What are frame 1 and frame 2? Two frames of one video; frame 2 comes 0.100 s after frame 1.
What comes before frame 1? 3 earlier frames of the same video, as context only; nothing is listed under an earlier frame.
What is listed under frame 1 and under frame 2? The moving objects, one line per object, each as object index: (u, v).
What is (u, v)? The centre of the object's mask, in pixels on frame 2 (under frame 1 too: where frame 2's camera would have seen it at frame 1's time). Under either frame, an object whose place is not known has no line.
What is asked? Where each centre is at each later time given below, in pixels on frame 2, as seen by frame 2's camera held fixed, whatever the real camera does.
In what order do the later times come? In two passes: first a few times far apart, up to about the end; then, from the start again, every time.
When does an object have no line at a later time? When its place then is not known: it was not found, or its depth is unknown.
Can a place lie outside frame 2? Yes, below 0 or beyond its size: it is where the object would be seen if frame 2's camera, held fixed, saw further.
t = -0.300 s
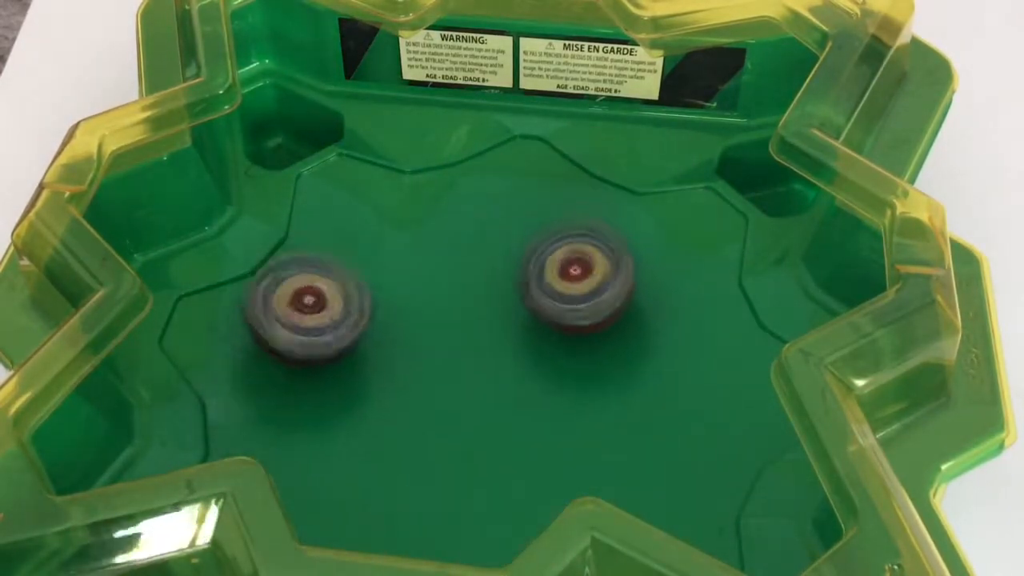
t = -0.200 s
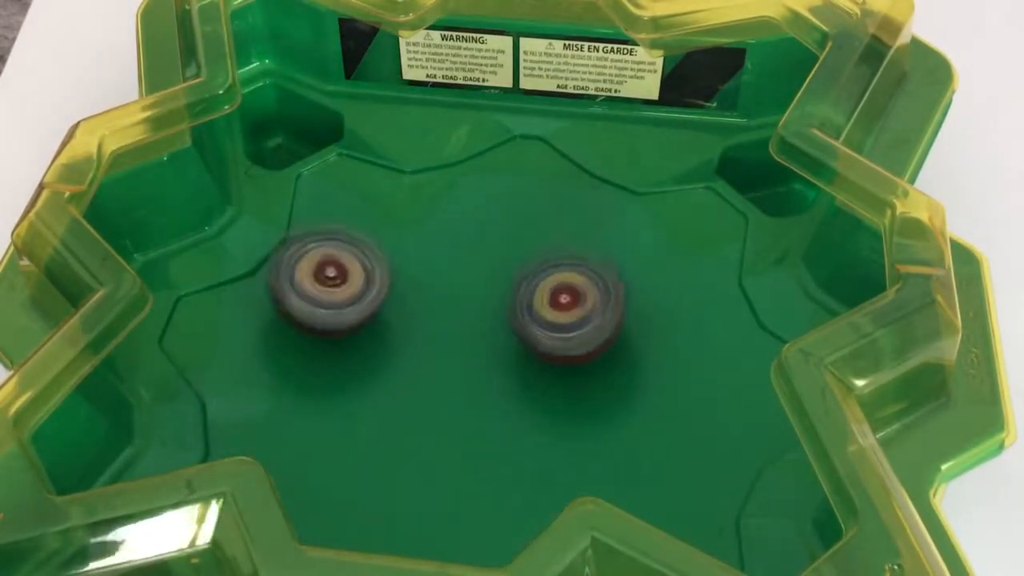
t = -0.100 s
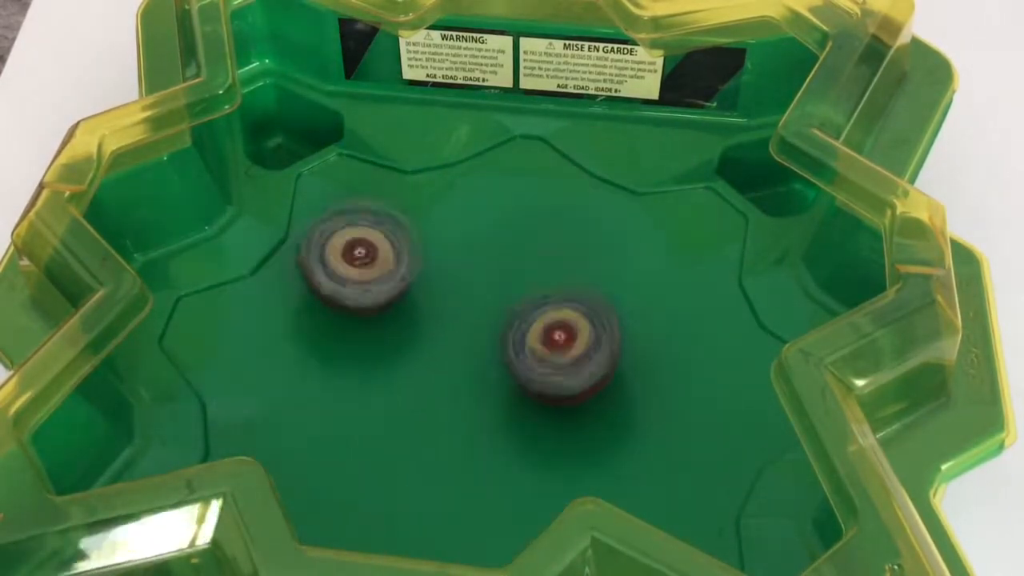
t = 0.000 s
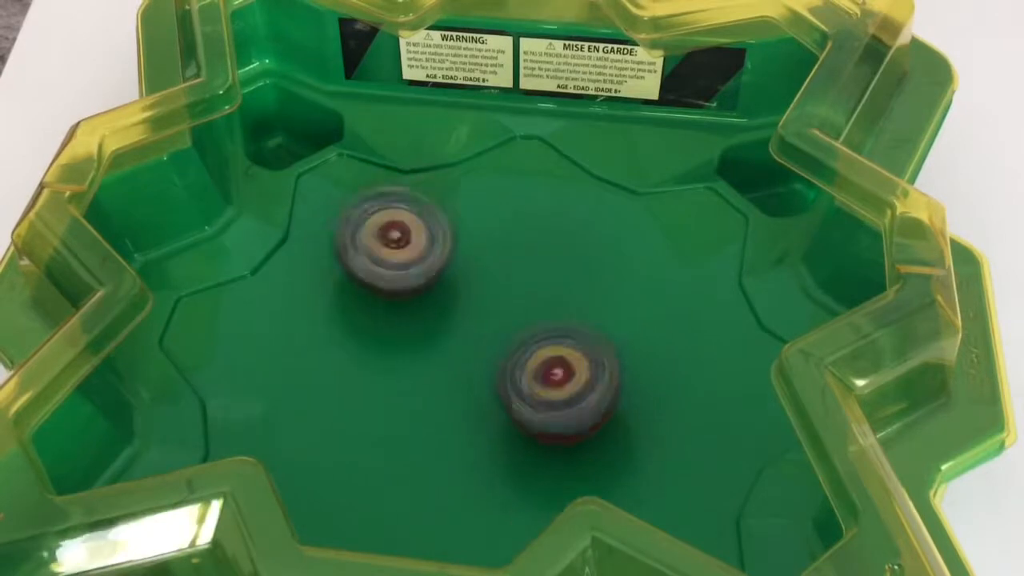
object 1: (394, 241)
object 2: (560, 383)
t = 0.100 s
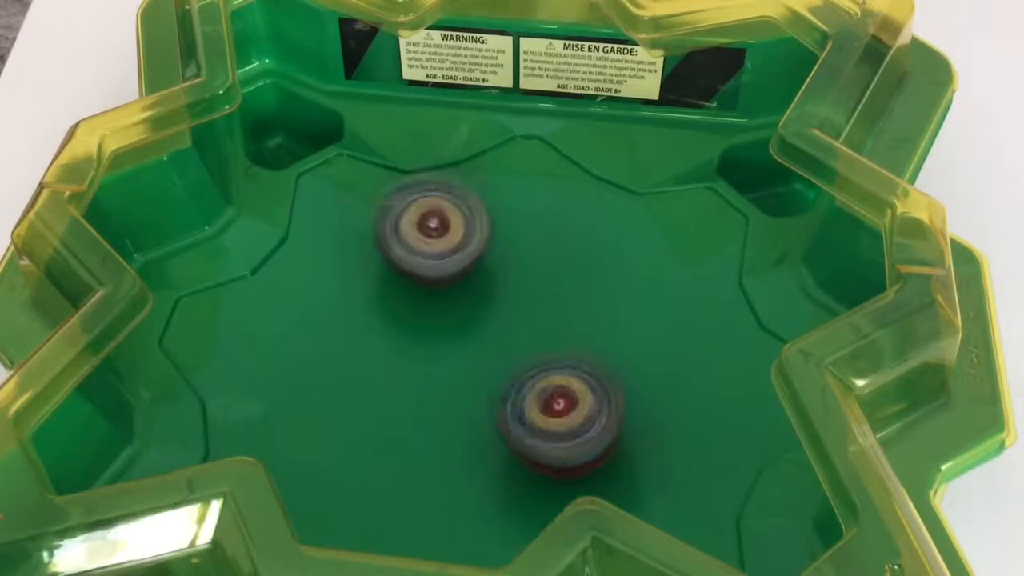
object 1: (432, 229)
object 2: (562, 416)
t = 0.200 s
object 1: (471, 220)
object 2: (566, 438)
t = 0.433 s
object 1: (555, 222)
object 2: (561, 442)
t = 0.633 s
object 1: (607, 247)
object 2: (491, 414)
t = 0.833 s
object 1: (625, 306)
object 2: (413, 397)
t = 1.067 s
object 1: (618, 392)
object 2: (358, 388)
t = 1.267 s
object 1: (587, 445)
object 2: (376, 373)
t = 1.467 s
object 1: (523, 471)
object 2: (429, 331)
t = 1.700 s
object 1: (433, 459)
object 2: (472, 281)
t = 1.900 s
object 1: (377, 420)
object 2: (496, 255)
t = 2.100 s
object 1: (352, 372)
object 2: (512, 269)
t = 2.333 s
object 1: (372, 312)
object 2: (547, 322)
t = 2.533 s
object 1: (412, 276)
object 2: (584, 363)
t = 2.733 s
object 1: (466, 257)
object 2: (597, 381)
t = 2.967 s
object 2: (536, 397)
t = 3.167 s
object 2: (474, 414)
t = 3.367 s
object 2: (427, 432)
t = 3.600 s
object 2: (431, 414)
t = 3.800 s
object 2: (410, 361)
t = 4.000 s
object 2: (395, 320)
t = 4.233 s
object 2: (410, 300)
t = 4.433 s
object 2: (451, 278)
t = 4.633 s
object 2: (500, 271)
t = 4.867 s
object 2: (563, 282)
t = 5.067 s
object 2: (613, 287)
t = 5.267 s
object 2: (617, 317)
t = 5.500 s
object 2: (586, 384)
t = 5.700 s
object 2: (574, 447)
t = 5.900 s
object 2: (529, 496)
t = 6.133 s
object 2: (486, 467)
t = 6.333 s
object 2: (366, 414)
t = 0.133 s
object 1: (446, 225)
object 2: (563, 423)
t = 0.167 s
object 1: (459, 222)
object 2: (566, 432)
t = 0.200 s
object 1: (471, 220)
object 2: (566, 438)
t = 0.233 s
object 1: (483, 219)
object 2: (569, 442)
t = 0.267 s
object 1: (497, 218)
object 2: (570, 446)
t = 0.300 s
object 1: (509, 220)
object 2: (571, 448)
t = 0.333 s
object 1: (521, 218)
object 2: (571, 448)
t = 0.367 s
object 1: (534, 219)
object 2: (570, 447)
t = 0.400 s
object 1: (546, 220)
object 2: (565, 445)
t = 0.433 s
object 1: (555, 222)
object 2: (561, 442)
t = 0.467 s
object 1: (566, 223)
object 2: (554, 439)
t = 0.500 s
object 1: (575, 224)
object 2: (542, 434)
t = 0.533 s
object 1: (586, 230)
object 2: (532, 428)
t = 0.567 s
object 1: (593, 234)
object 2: (518, 424)
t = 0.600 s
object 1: (602, 240)
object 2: (504, 419)
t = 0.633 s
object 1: (607, 247)
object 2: (491, 414)
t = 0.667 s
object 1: (613, 252)
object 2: (477, 410)
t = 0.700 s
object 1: (617, 263)
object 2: (462, 407)
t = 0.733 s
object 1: (620, 272)
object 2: (449, 402)
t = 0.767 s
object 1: (623, 283)
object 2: (437, 400)
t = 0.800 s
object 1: (624, 296)
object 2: (424, 399)
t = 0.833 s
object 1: (625, 306)
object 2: (413, 397)
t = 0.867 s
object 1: (626, 320)
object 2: (403, 395)
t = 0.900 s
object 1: (625, 333)
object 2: (393, 393)
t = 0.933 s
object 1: (626, 344)
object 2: (383, 391)
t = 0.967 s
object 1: (624, 357)
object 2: (376, 390)
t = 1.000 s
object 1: (624, 367)
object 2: (369, 390)
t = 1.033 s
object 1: (620, 381)
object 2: (362, 389)
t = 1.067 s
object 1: (618, 392)
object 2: (358, 388)
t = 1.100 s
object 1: (616, 403)
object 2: (356, 388)
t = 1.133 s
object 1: (611, 415)
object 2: (355, 387)
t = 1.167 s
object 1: (606, 425)
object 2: (357, 384)
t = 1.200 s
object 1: (601, 433)
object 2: (362, 382)
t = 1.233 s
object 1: (594, 441)
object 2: (367, 378)
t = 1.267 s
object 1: (587, 445)
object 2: (376, 373)
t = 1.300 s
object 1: (577, 453)
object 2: (385, 367)
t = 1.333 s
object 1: (567, 458)
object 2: (394, 363)
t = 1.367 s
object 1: (556, 461)
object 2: (402, 355)
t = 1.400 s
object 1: (545, 466)
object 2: (411, 346)
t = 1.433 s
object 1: (533, 469)
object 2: (421, 338)
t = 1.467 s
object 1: (523, 471)
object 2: (429, 331)
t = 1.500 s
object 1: (511, 473)
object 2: (435, 322)
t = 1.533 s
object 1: (499, 473)
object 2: (442, 314)
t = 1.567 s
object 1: (486, 467)
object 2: (450, 307)
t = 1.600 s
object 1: (471, 467)
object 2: (455, 300)
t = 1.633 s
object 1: (460, 465)
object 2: (460, 293)
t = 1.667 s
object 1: (447, 460)
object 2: (466, 287)
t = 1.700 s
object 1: (433, 459)
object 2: (472, 281)
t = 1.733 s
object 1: (423, 453)
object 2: (477, 275)
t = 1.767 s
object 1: (412, 447)
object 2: (481, 271)
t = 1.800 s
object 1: (403, 443)
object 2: (486, 265)
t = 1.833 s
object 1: (392, 435)
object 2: (491, 261)
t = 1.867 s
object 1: (384, 429)
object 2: (494, 258)
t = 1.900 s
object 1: (377, 420)
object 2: (496, 255)
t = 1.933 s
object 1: (369, 414)
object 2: (498, 254)
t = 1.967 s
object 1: (363, 407)
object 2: (501, 253)
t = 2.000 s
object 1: (360, 398)
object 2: (502, 256)
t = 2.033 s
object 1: (357, 390)
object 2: (505, 259)
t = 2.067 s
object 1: (354, 382)
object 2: (507, 264)
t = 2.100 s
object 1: (352, 372)
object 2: (512, 269)
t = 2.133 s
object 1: (354, 364)
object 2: (516, 277)
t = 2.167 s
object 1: (354, 356)
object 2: (519, 285)
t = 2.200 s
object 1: (356, 347)
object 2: (524, 291)
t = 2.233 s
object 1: (359, 338)
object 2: (530, 298)
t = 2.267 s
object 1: (363, 330)
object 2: (535, 306)
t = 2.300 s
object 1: (367, 322)
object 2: (541, 316)
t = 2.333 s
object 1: (372, 312)
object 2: (547, 322)
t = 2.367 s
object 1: (377, 304)
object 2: (554, 330)
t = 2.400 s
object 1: (384, 298)
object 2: (561, 337)
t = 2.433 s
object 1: (390, 291)
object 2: (567, 345)
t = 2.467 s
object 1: (397, 284)
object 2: (572, 351)
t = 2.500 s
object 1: (404, 280)
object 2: (578, 357)
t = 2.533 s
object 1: (412, 276)
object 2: (584, 363)
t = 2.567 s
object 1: (419, 271)
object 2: (589, 368)
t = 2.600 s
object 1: (428, 267)
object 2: (593, 372)
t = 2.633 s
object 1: (437, 262)
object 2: (596, 376)
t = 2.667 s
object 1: (447, 260)
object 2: (598, 378)
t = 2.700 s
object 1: (456, 259)
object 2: (598, 380)
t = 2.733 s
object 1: (466, 257)
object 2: (597, 381)
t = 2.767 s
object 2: (592, 383)
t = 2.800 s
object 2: (585, 384)
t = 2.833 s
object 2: (578, 387)
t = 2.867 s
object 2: (568, 387)
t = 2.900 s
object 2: (559, 390)
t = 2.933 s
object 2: (547, 394)
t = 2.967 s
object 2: (536, 397)
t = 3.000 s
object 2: (525, 399)
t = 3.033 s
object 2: (515, 400)
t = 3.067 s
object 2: (505, 405)
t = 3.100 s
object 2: (495, 409)
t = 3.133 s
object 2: (484, 412)
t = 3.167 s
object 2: (474, 414)
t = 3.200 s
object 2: (463, 417)
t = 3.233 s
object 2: (454, 421)
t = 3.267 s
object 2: (447, 423)
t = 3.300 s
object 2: (439, 427)
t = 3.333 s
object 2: (433, 429)
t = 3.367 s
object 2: (427, 432)
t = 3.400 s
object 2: (423, 433)
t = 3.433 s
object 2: (420, 434)
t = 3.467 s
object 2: (420, 433)
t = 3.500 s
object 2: (423, 432)
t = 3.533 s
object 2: (425, 428)
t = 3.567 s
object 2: (428, 422)
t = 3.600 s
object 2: (431, 414)
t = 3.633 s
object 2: (429, 405)
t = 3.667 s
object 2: (424, 395)
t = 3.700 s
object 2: (420, 386)
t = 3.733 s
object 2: (416, 378)
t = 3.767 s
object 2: (413, 369)
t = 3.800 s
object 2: (410, 361)
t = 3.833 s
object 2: (406, 354)
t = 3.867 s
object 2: (404, 347)
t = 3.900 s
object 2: (402, 340)
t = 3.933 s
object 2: (399, 333)
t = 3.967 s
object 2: (397, 326)
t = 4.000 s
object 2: (395, 320)
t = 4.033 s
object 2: (394, 315)
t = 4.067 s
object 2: (394, 310)
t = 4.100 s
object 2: (394, 306)
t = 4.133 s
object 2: (397, 304)
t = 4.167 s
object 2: (400, 303)
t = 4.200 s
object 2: (404, 300)
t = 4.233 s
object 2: (410, 300)
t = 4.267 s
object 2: (416, 297)
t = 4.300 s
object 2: (423, 291)
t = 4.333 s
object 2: (430, 288)
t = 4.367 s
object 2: (436, 283)
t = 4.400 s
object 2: (444, 281)
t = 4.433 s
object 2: (451, 278)
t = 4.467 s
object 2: (459, 275)
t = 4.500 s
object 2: (467, 273)
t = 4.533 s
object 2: (475, 272)
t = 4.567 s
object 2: (483, 271)
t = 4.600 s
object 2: (492, 270)
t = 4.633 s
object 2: (500, 271)
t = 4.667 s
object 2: (509, 272)
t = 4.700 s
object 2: (518, 273)
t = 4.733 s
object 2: (526, 275)
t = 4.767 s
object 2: (533, 276)
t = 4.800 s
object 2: (540, 279)
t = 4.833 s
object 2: (547, 282)
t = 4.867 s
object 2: (563, 282)
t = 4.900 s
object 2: (575, 282)
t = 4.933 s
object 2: (585, 282)
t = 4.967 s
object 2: (593, 281)
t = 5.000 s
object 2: (600, 283)
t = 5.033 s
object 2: (607, 284)
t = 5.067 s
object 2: (613, 287)
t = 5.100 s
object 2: (618, 291)
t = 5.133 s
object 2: (621, 294)
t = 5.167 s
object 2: (622, 299)
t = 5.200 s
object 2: (622, 304)
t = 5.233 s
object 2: (620, 311)
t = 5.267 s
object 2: (617, 317)
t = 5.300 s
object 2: (613, 325)
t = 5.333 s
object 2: (608, 333)
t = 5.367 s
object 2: (602, 341)
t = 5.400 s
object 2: (596, 350)
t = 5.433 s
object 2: (589, 358)
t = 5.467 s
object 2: (582, 369)
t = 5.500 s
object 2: (586, 384)
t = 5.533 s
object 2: (588, 396)
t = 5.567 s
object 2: (586, 407)
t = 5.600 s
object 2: (584, 417)
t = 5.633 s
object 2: (582, 427)
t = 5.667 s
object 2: (579, 437)
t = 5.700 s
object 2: (574, 447)
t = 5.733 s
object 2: (568, 457)
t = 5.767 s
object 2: (561, 465)
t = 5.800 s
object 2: (553, 474)
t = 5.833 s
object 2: (544, 482)
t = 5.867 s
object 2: (537, 490)
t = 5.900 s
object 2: (529, 496)
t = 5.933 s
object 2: (529, 497)
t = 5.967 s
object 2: (526, 497)
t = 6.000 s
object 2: (522, 494)
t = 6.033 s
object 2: (516, 492)
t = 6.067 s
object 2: (509, 487)
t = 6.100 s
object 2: (500, 480)
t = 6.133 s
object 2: (486, 467)
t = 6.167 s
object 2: (468, 452)
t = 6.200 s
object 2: (448, 444)
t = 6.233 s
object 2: (428, 432)
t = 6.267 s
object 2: (408, 424)
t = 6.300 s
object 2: (387, 418)
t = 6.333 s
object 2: (366, 414)
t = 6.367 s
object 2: (352, 409)
